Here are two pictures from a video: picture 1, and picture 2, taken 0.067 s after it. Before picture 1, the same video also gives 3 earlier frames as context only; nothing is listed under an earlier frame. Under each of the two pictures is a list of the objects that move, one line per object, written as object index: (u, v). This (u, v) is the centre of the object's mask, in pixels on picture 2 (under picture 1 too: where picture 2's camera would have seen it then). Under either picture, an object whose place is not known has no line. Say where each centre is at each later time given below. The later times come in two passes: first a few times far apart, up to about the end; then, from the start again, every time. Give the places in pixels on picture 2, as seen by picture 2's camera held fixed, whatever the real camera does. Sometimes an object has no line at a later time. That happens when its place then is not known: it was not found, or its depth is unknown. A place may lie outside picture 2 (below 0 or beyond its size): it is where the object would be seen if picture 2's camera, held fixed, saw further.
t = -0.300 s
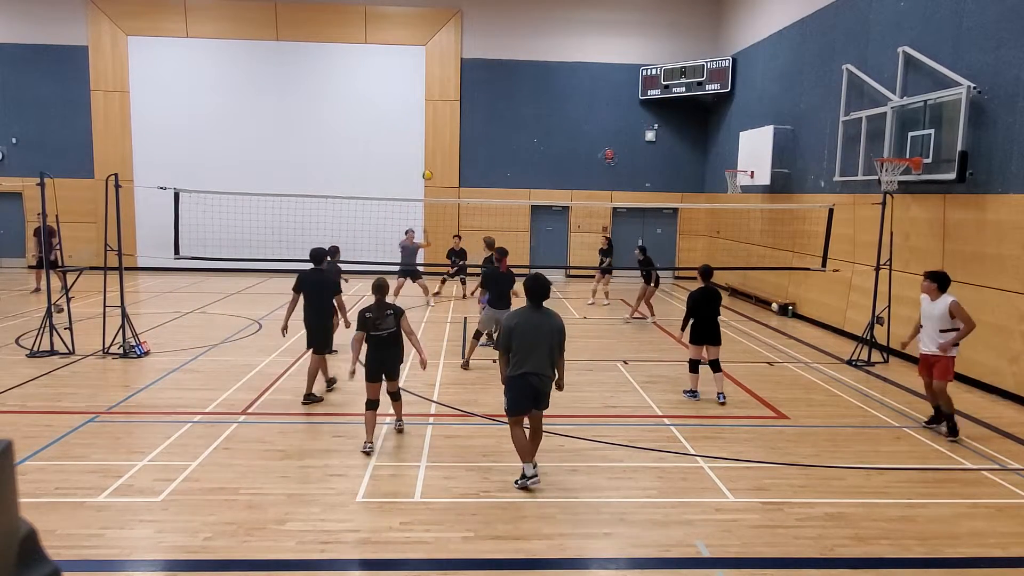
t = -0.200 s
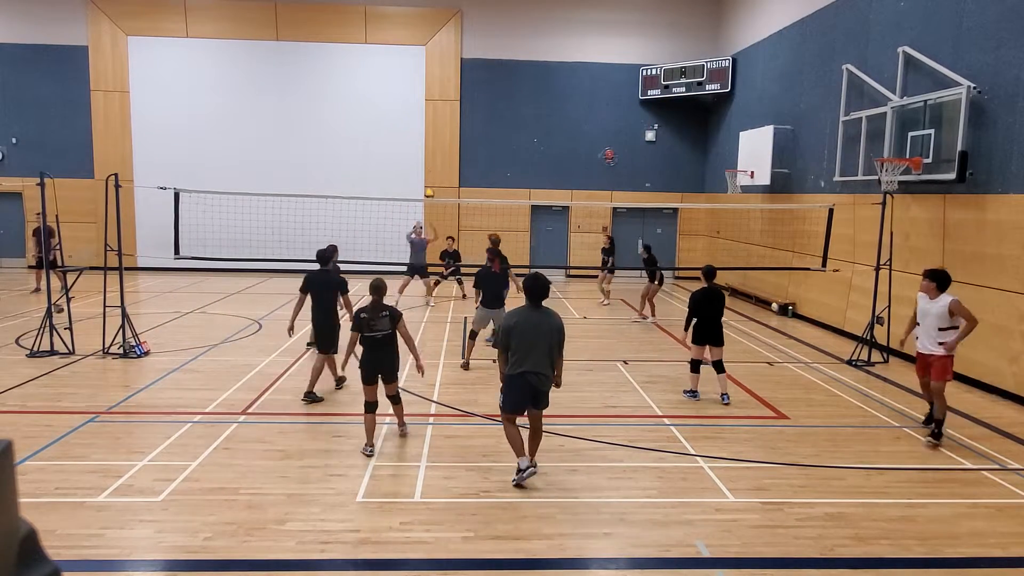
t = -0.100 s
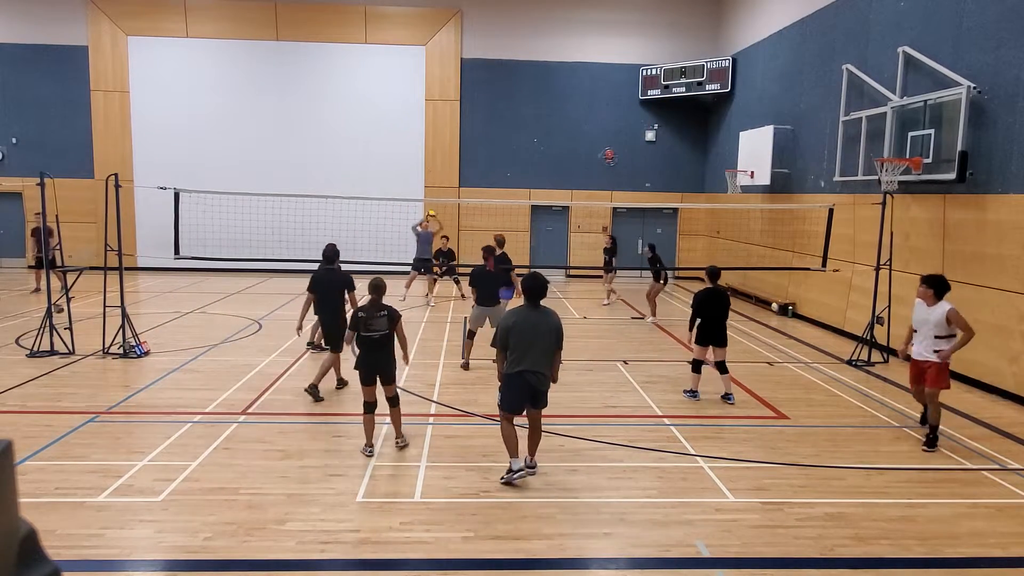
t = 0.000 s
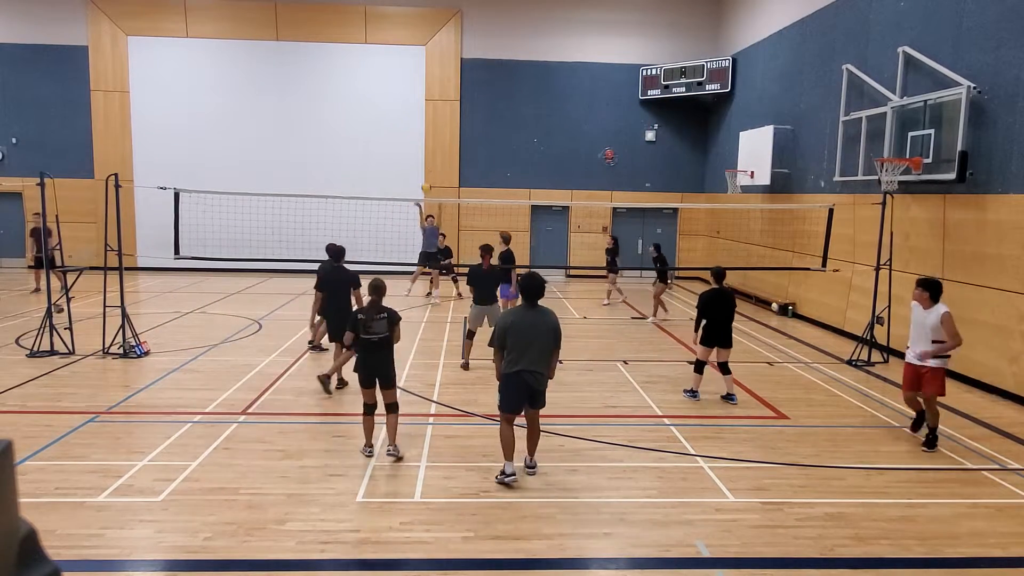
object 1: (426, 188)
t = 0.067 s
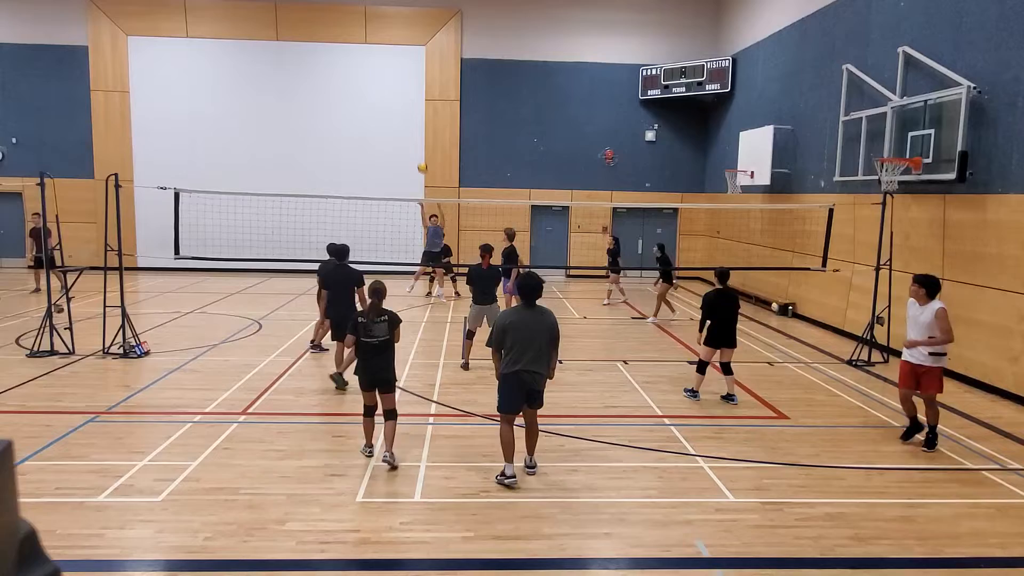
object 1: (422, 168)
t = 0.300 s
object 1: (409, 113)
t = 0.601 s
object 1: (391, 80)
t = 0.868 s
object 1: (373, 92)
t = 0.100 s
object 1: (420, 158)
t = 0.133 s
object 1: (418, 150)
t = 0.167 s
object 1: (416, 141)
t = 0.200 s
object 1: (415, 133)
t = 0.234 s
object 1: (413, 126)
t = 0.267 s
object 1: (411, 119)
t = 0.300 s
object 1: (409, 113)
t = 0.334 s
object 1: (407, 107)
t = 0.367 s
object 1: (405, 102)
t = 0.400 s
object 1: (403, 97)
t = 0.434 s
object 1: (401, 93)
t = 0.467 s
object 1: (399, 89)
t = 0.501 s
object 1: (397, 86)
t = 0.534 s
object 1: (395, 83)
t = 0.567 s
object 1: (393, 81)
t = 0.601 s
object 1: (391, 80)
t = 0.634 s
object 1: (389, 79)
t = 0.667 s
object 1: (387, 79)
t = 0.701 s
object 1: (384, 79)
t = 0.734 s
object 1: (382, 81)
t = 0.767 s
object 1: (380, 83)
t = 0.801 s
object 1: (378, 85)
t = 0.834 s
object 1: (375, 88)
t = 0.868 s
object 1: (373, 92)
